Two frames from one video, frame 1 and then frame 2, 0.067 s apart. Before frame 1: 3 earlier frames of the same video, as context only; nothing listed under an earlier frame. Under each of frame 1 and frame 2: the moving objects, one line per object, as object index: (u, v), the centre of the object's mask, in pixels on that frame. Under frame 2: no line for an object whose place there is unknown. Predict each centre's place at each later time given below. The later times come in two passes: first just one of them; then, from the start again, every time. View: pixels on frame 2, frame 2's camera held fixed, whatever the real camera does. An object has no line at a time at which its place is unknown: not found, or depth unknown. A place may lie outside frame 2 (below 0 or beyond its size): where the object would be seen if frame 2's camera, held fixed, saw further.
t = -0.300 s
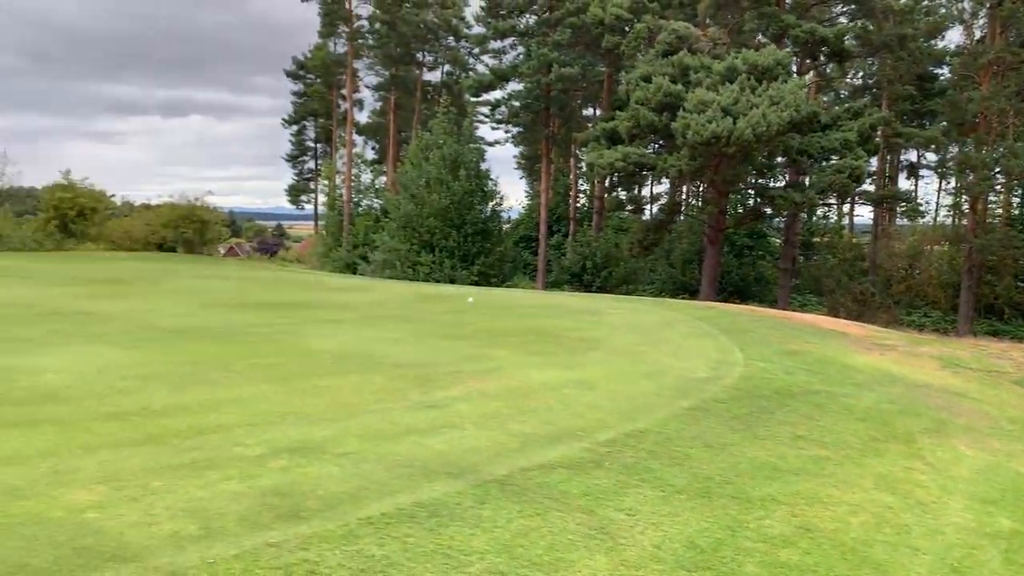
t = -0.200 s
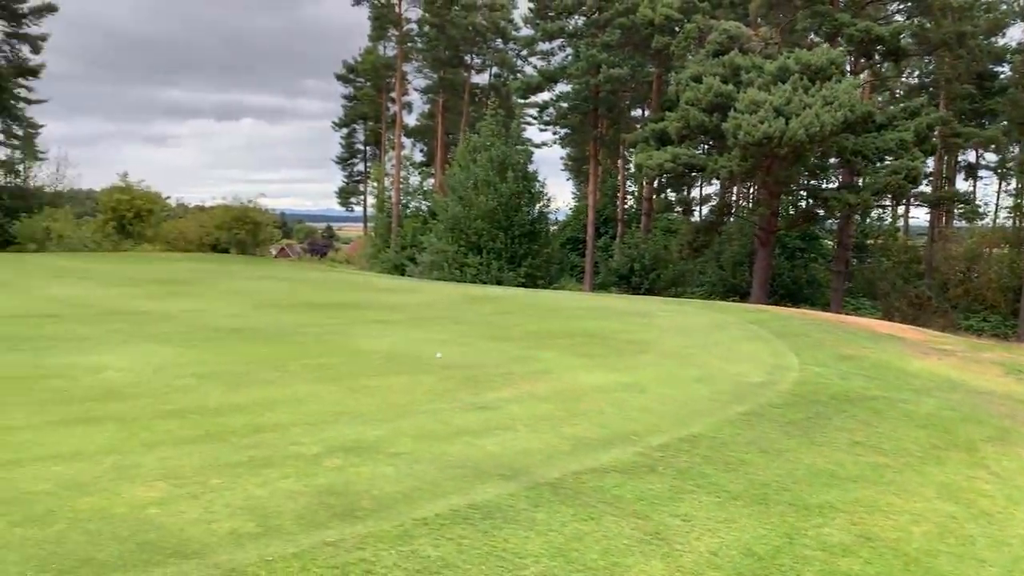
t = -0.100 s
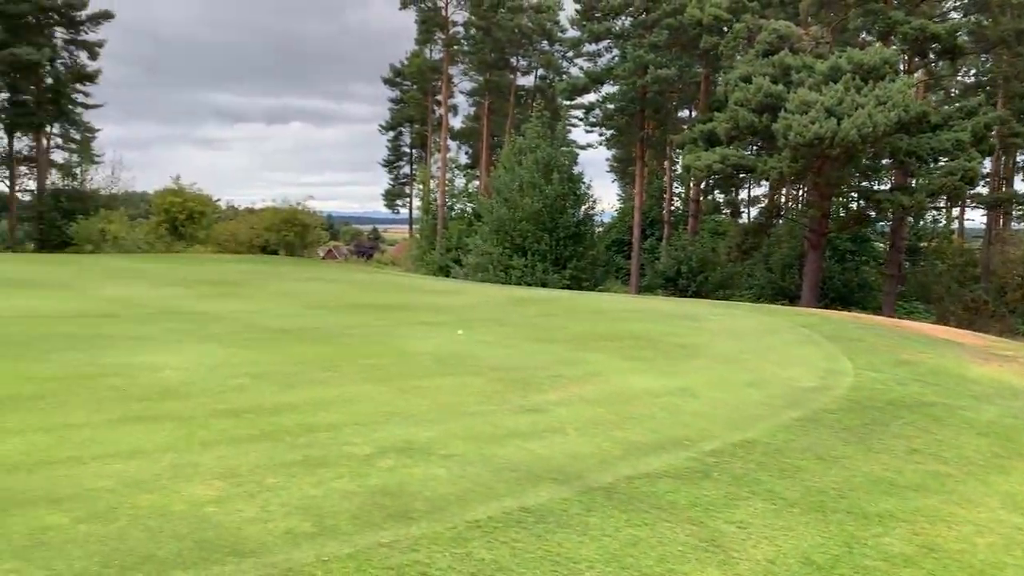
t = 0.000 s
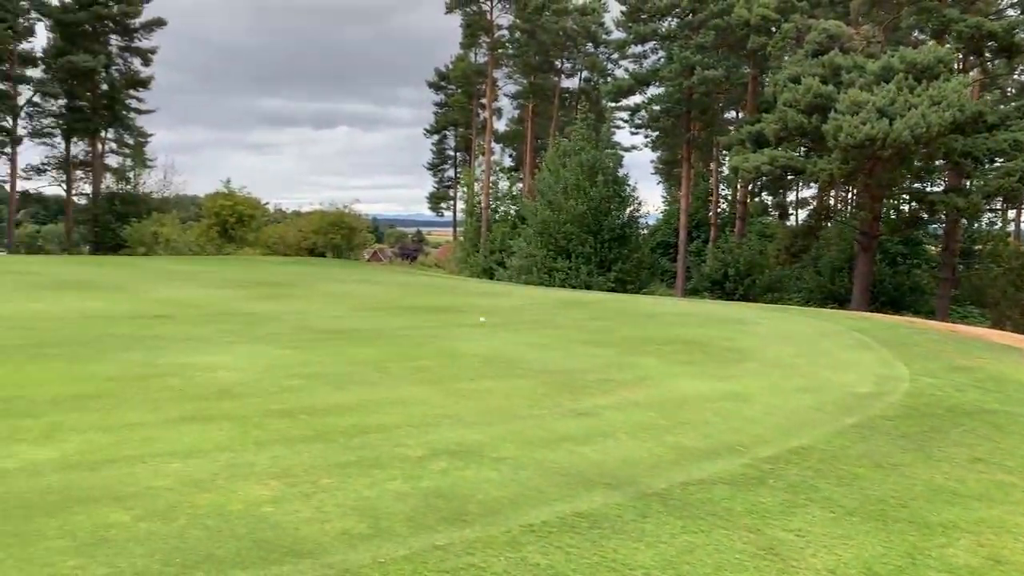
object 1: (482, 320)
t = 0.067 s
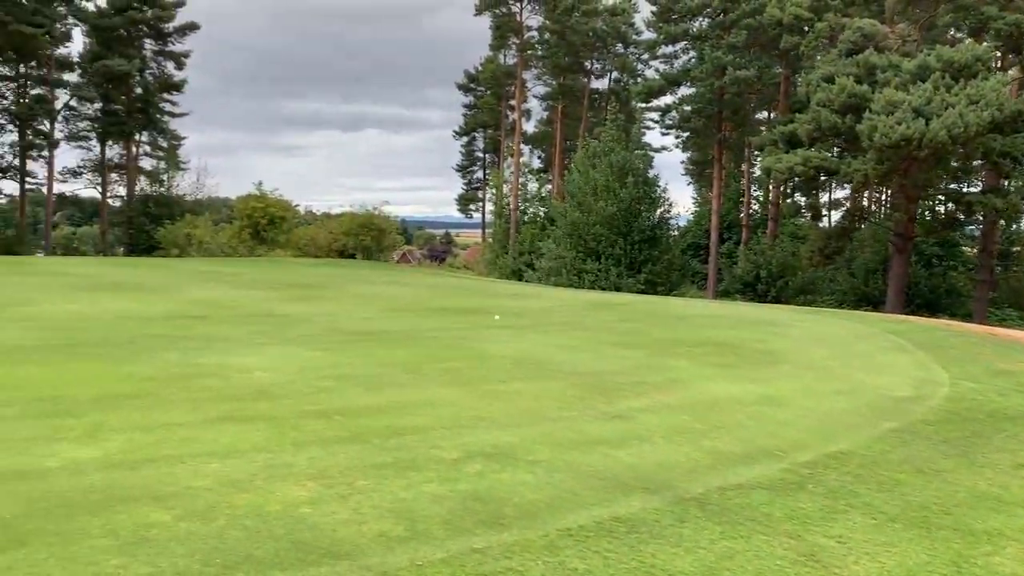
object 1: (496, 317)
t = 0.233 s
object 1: (461, 329)
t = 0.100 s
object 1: (489, 317)
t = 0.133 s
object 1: (483, 318)
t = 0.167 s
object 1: (475, 321)
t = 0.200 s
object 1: (469, 325)
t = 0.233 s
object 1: (461, 329)
